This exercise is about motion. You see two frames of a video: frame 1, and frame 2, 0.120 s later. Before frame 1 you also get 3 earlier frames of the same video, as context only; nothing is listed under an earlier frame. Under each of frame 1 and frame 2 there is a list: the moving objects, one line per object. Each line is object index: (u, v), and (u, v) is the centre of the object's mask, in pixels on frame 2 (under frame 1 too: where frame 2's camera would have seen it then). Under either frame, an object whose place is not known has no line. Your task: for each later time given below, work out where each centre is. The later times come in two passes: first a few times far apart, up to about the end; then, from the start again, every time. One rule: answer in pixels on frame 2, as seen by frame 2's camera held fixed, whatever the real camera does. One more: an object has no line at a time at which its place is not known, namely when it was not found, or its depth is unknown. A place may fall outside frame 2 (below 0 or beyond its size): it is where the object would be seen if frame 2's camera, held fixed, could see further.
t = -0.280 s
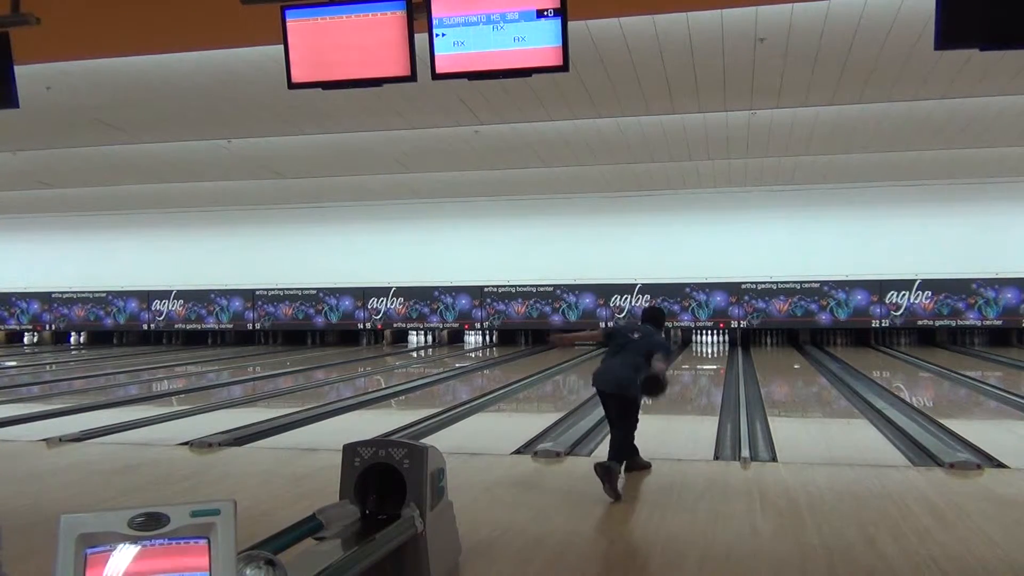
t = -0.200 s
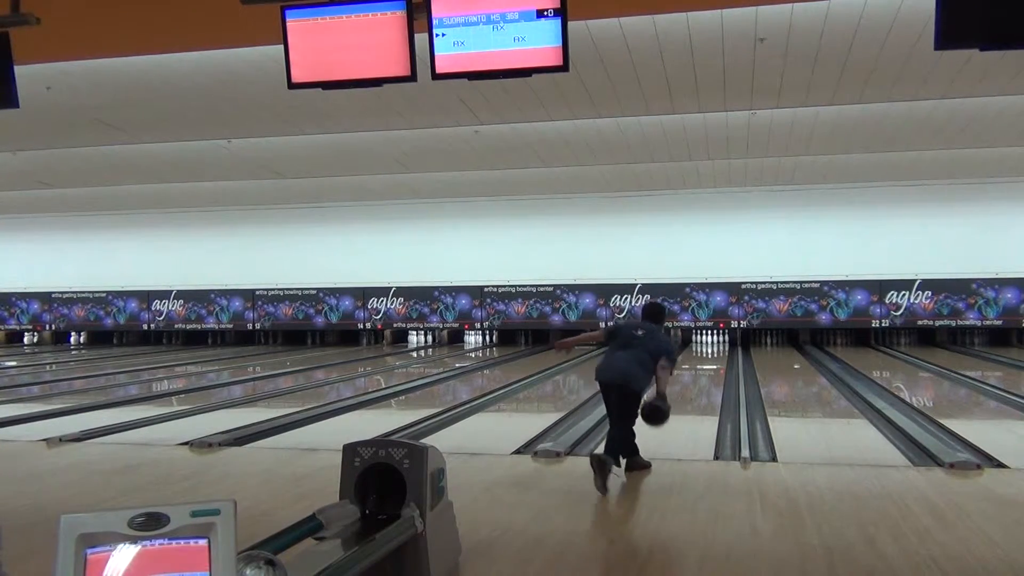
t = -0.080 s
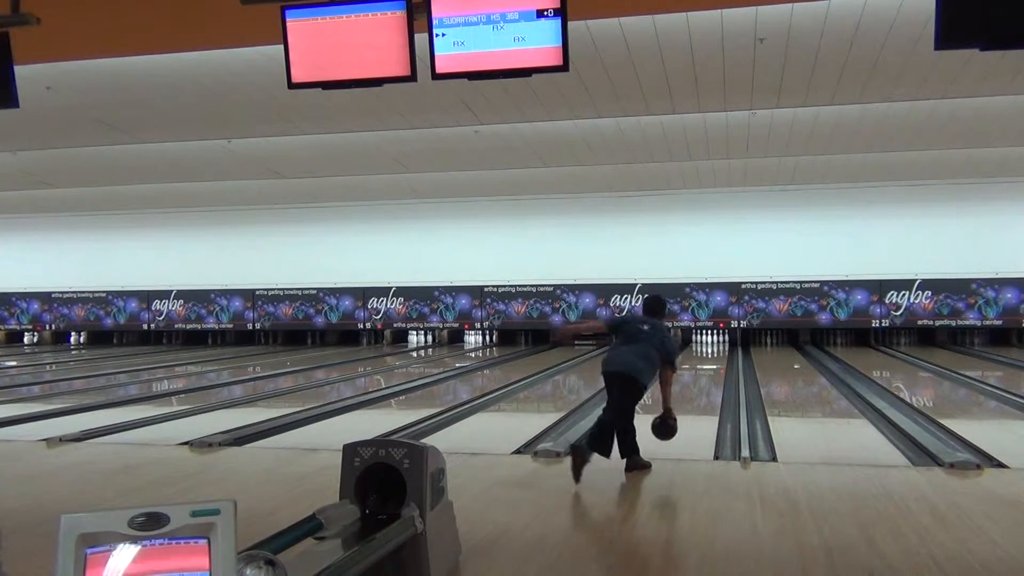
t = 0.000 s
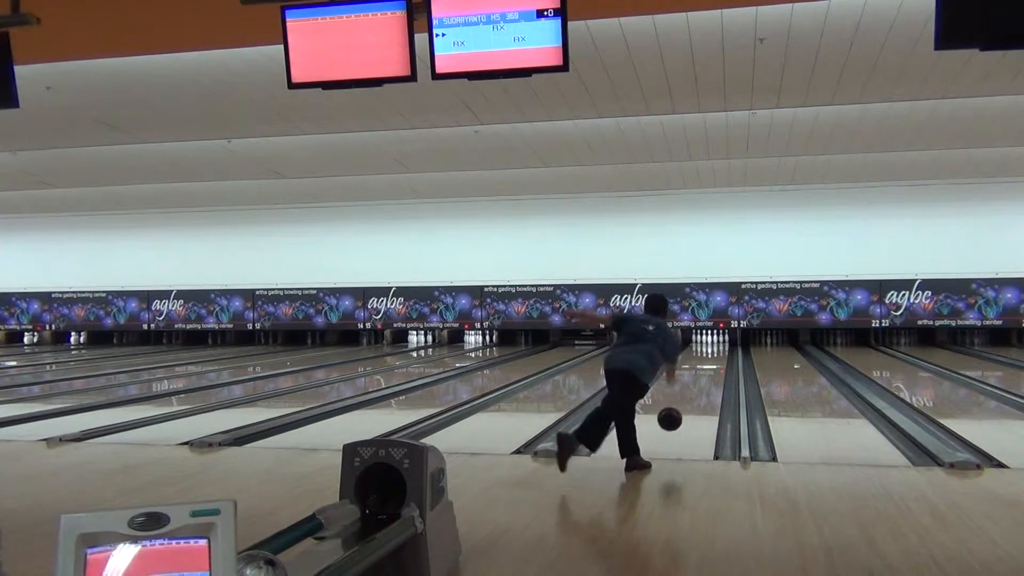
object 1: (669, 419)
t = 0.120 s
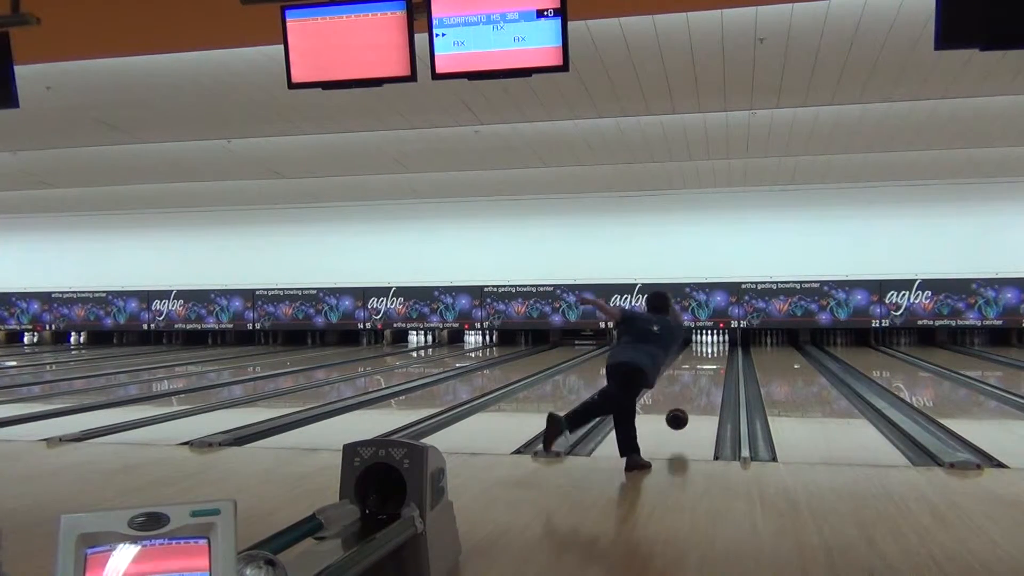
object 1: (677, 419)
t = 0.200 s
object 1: (681, 422)
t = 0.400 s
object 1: (689, 407)
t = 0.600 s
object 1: (695, 395)
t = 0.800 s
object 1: (700, 385)
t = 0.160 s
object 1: (679, 422)
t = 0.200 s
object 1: (681, 422)
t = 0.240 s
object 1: (683, 417)
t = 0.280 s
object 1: (684, 414)
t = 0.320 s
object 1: (686, 412)
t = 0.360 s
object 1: (687, 410)
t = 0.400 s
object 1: (689, 407)
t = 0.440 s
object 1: (690, 405)
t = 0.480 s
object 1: (692, 408)
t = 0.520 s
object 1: (693, 406)
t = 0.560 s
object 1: (694, 402)
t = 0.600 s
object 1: (695, 395)
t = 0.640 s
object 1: (696, 393)
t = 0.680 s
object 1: (697, 390)
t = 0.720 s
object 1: (698, 388)
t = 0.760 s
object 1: (699, 386)
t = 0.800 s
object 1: (700, 385)
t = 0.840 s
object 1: (701, 383)
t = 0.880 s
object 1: (701, 381)
